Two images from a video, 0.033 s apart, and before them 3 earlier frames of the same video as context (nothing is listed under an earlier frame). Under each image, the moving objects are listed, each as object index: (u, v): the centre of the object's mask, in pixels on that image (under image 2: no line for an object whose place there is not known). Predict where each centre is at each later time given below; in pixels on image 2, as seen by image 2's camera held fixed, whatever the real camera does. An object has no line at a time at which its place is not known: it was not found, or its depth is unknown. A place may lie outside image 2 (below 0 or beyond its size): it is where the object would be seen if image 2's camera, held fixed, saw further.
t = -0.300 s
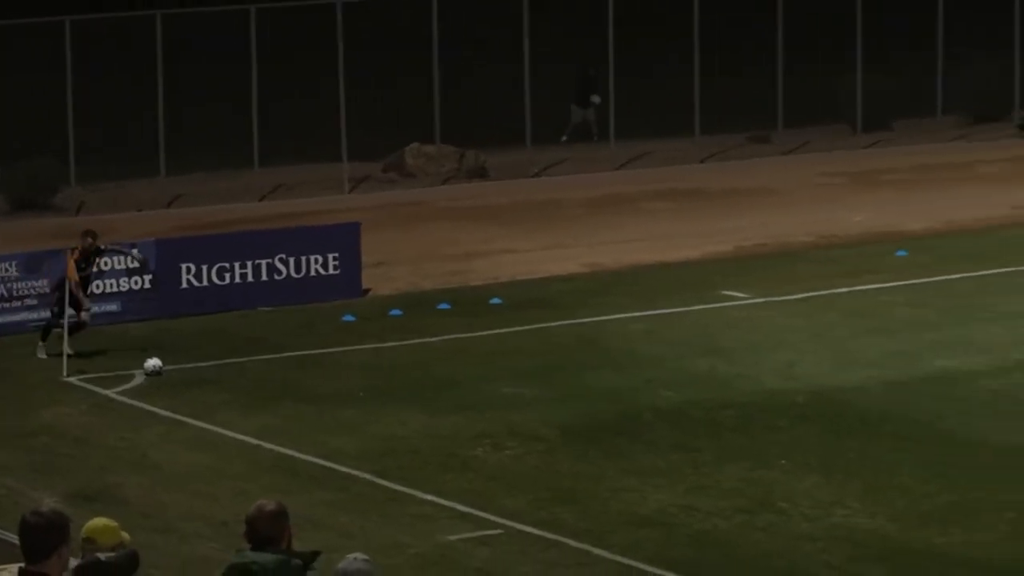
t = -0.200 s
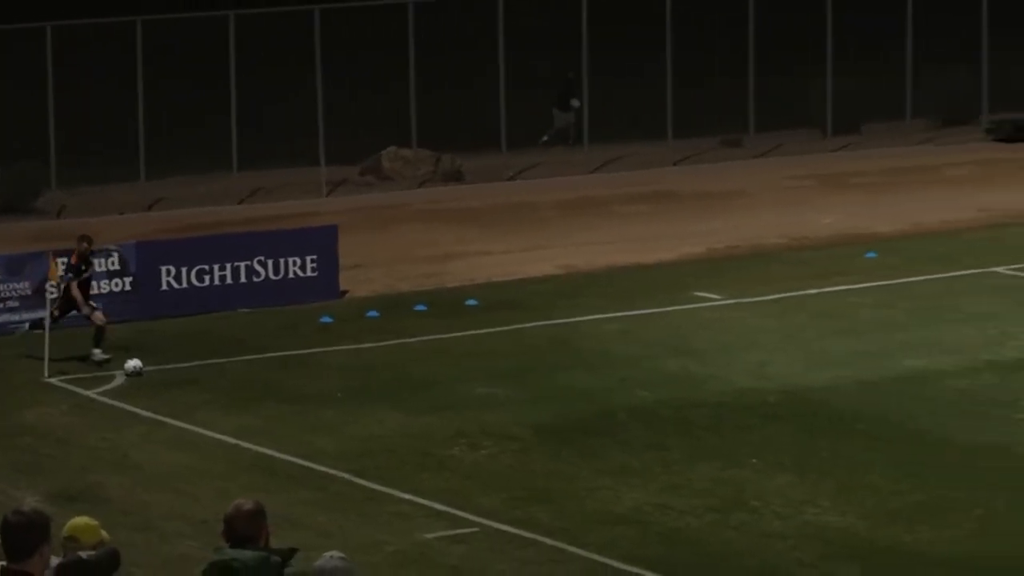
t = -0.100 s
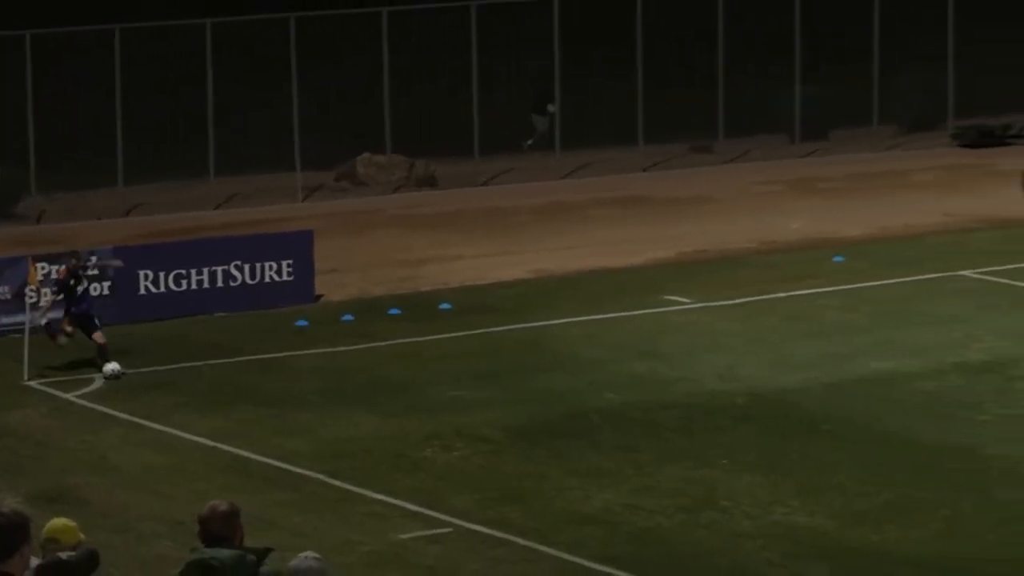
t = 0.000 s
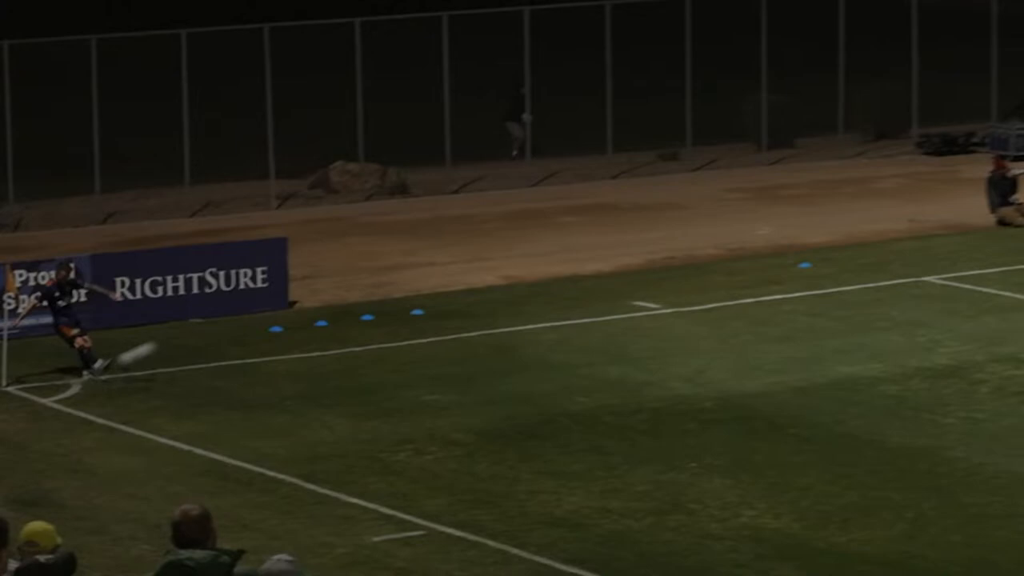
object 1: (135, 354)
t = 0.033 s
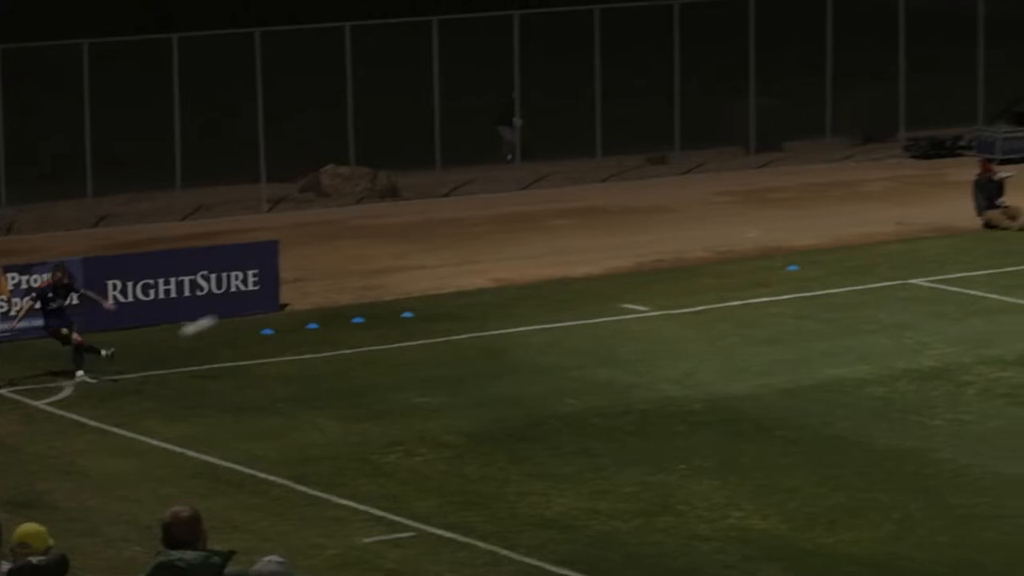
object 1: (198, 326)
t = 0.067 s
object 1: (263, 298)
